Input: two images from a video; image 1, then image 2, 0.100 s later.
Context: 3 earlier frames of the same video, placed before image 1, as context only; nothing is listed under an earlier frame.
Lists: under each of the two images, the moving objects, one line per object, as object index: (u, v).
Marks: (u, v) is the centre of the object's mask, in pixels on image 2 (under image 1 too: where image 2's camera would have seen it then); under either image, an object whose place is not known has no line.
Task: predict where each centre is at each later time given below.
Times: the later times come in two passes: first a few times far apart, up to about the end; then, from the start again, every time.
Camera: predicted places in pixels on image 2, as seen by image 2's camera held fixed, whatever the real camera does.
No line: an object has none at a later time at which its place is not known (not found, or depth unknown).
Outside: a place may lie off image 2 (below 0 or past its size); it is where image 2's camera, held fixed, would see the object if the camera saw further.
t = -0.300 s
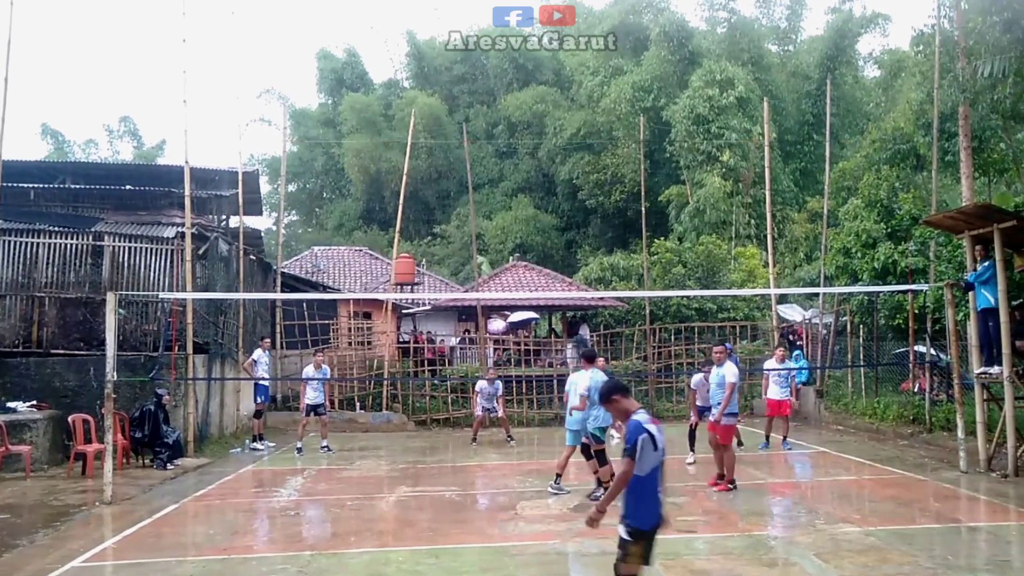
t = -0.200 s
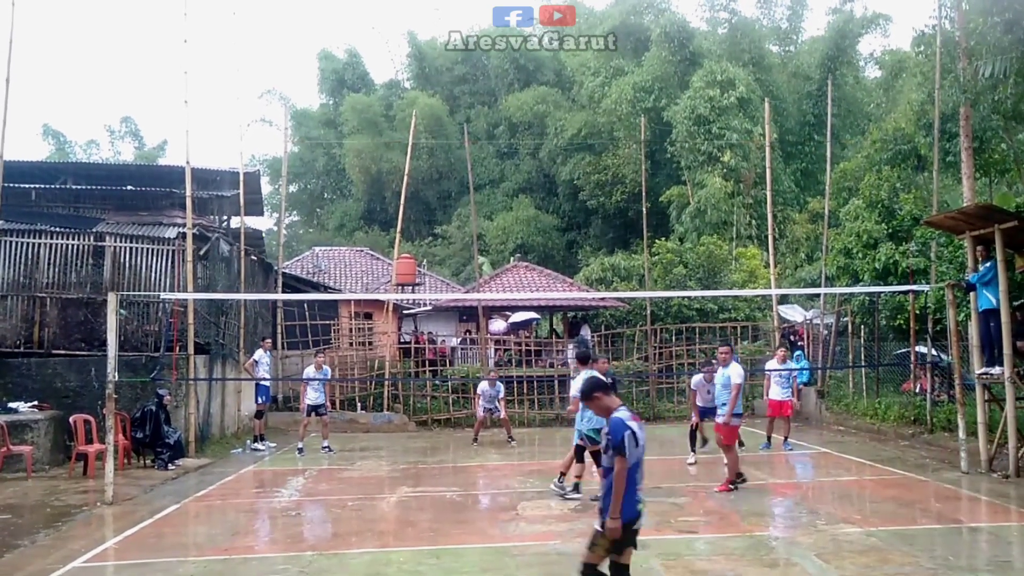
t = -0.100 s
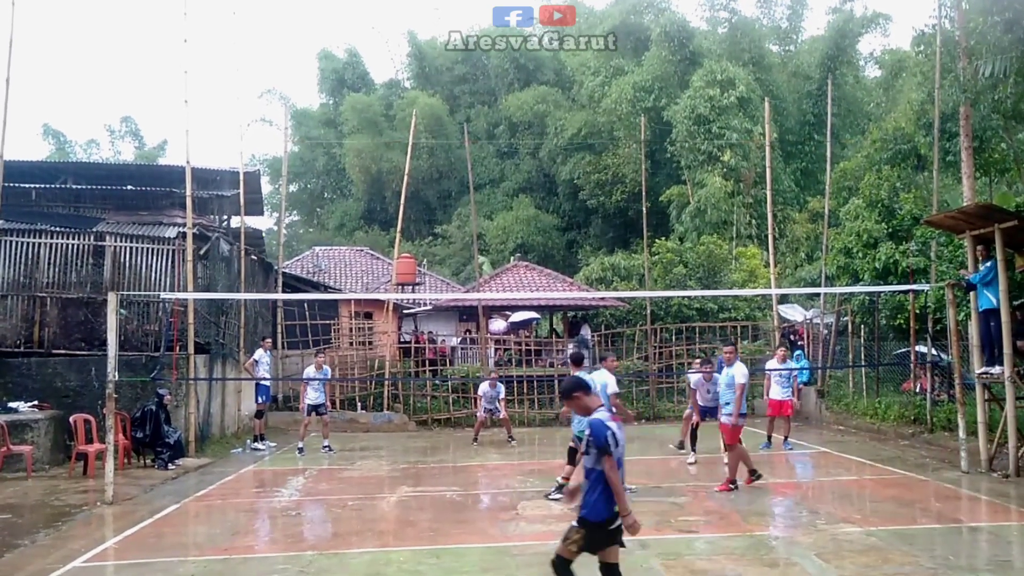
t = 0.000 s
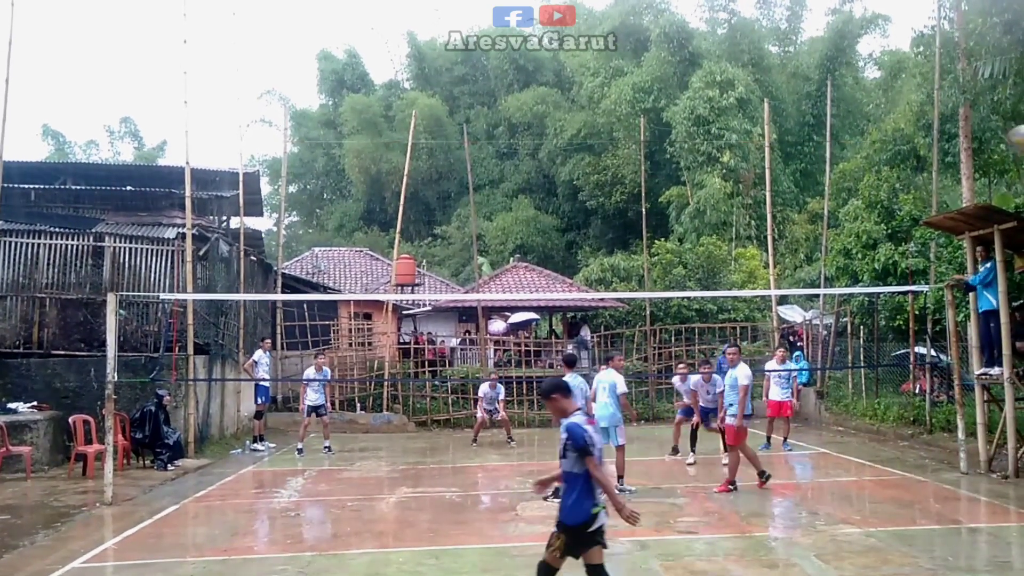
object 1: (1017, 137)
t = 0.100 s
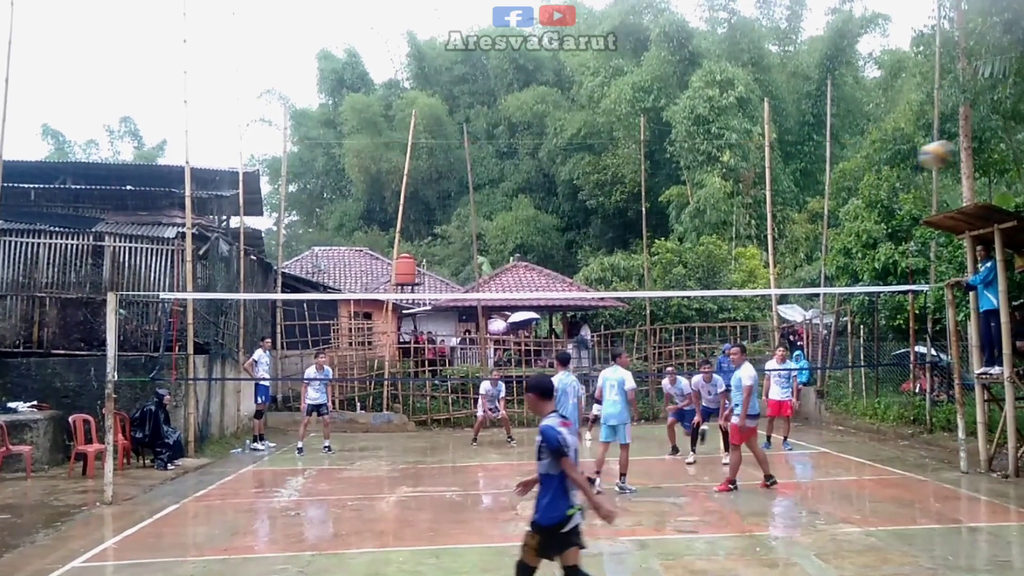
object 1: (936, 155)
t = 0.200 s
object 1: (869, 175)
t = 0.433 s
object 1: (772, 233)
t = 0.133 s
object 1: (912, 161)
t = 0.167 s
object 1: (888, 167)
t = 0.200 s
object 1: (869, 175)
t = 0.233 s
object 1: (852, 183)
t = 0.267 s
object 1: (836, 190)
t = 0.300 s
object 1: (821, 199)
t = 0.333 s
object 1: (807, 208)
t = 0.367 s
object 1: (795, 216)
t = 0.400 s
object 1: (783, 225)
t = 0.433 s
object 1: (772, 233)
